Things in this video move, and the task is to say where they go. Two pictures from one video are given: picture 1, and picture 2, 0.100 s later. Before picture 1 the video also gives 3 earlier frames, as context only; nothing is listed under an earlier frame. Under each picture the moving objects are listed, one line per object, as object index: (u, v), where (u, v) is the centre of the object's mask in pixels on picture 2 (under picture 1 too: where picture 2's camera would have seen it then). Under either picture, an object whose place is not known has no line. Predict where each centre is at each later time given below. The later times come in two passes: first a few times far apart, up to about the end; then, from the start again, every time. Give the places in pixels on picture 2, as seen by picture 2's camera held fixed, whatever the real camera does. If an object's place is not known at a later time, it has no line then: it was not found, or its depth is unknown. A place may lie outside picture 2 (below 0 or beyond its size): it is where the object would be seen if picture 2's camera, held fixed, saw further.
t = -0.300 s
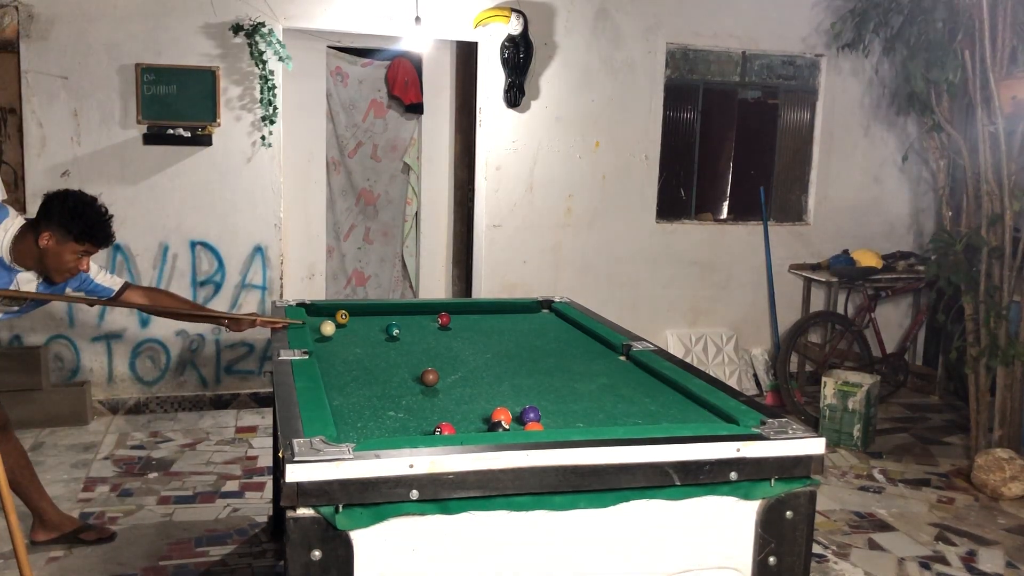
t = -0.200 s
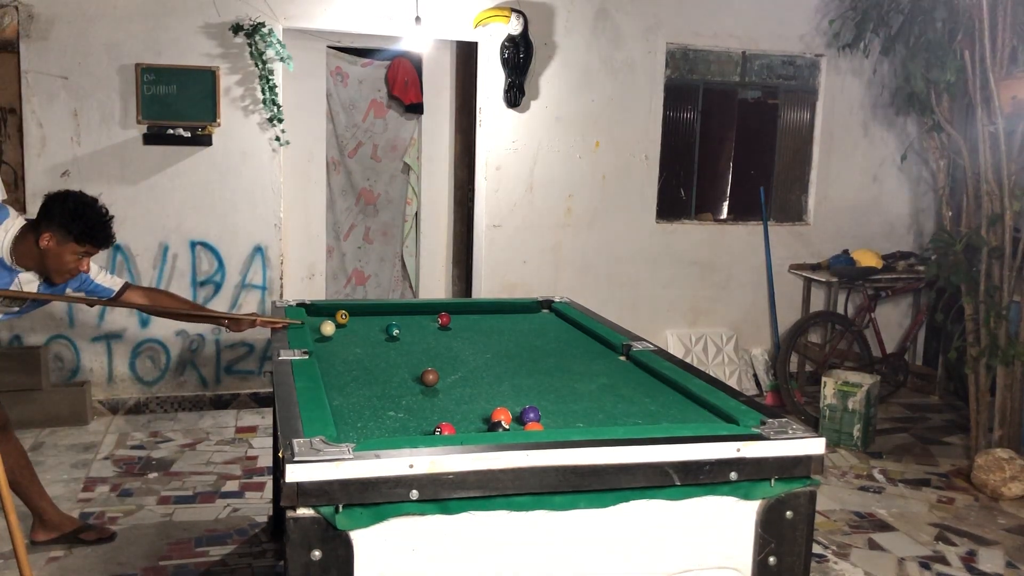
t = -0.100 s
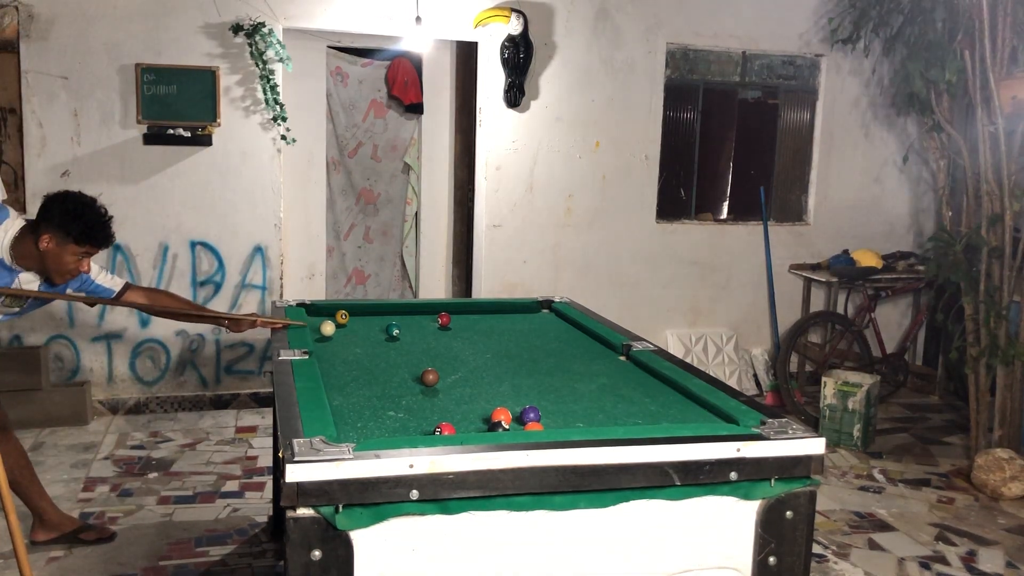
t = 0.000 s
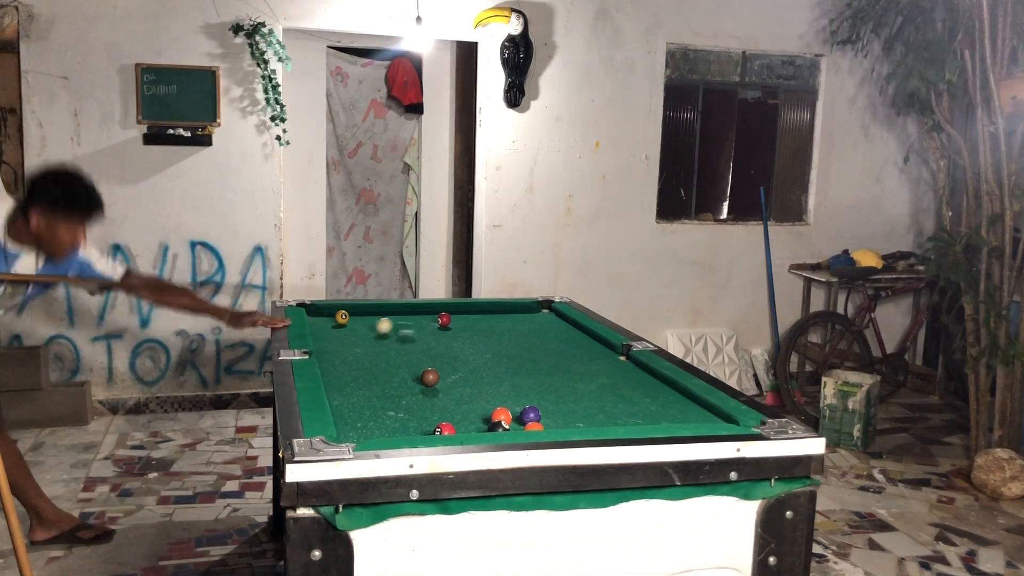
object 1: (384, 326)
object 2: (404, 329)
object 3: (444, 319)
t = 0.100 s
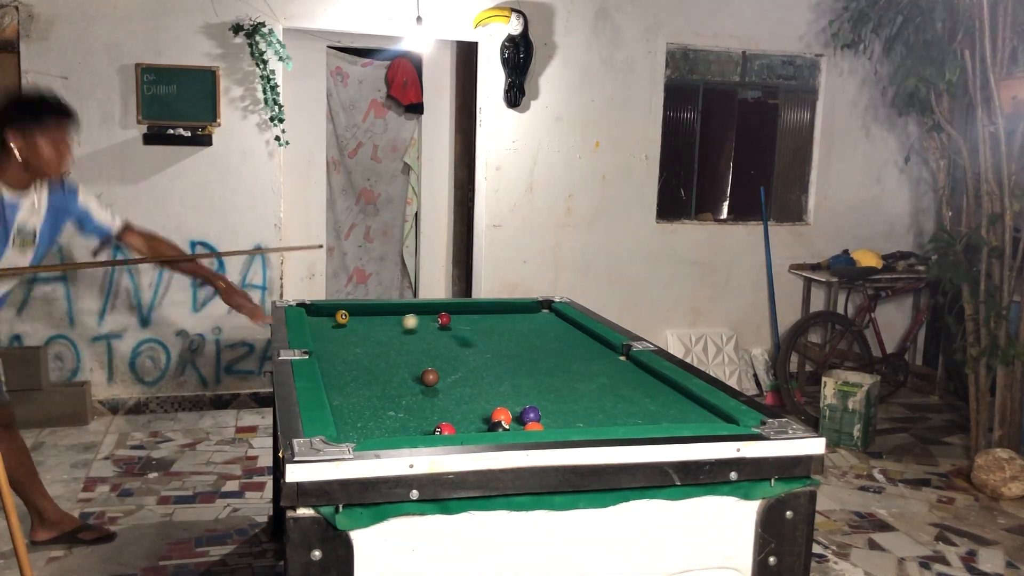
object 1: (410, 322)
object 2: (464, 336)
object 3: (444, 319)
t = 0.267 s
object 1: (435, 315)
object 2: (545, 342)
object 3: (463, 319)
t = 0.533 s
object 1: (452, 307)
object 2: (582, 348)
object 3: (503, 320)
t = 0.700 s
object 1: (460, 310)
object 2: (554, 353)
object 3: (526, 319)
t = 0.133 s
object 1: (419, 320)
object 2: (481, 337)
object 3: (444, 319)
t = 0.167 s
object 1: (427, 319)
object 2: (499, 339)
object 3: (444, 319)
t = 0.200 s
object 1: (430, 317)
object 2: (512, 338)
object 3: (450, 319)
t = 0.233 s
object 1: (432, 316)
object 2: (529, 342)
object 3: (457, 319)
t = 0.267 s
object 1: (435, 315)
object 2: (545, 342)
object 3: (463, 319)
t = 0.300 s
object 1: (437, 314)
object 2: (559, 341)
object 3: (468, 319)
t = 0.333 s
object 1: (439, 312)
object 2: (573, 342)
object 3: (473, 319)
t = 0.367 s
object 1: (441, 311)
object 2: (591, 344)
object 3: (478, 319)
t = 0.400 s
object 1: (444, 310)
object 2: (603, 345)
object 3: (483, 319)
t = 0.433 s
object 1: (446, 309)
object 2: (599, 345)
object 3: (488, 319)
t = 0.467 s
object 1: (448, 308)
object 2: (592, 346)
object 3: (493, 319)
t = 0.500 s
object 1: (450, 307)
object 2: (586, 347)
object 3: (498, 319)
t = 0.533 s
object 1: (452, 307)
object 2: (582, 348)
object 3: (503, 320)
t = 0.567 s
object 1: (453, 308)
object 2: (576, 349)
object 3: (508, 320)
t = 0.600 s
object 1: (455, 308)
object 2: (570, 350)
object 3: (512, 319)
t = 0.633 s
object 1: (457, 309)
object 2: (565, 350)
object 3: (517, 320)
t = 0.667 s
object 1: (459, 309)
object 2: (559, 352)
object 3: (522, 319)
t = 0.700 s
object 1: (460, 310)
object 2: (554, 353)
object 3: (526, 319)
